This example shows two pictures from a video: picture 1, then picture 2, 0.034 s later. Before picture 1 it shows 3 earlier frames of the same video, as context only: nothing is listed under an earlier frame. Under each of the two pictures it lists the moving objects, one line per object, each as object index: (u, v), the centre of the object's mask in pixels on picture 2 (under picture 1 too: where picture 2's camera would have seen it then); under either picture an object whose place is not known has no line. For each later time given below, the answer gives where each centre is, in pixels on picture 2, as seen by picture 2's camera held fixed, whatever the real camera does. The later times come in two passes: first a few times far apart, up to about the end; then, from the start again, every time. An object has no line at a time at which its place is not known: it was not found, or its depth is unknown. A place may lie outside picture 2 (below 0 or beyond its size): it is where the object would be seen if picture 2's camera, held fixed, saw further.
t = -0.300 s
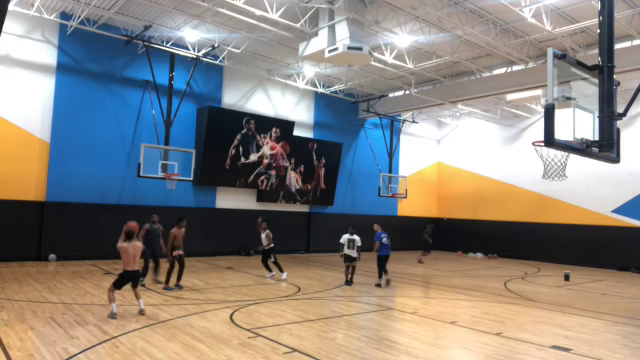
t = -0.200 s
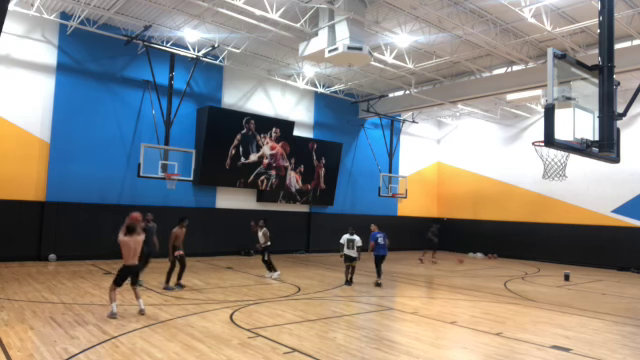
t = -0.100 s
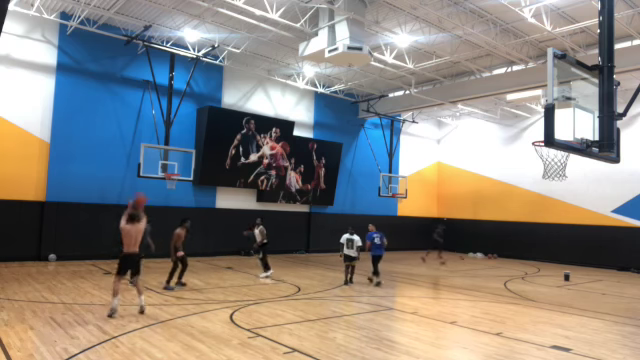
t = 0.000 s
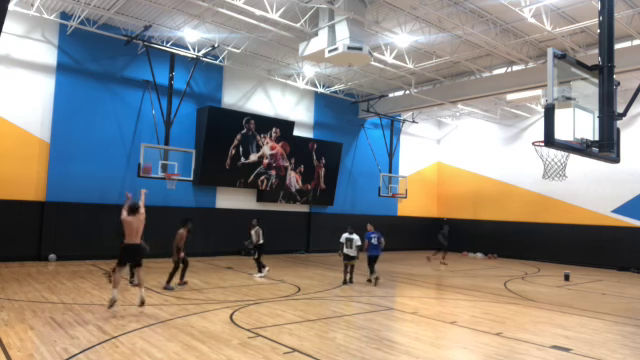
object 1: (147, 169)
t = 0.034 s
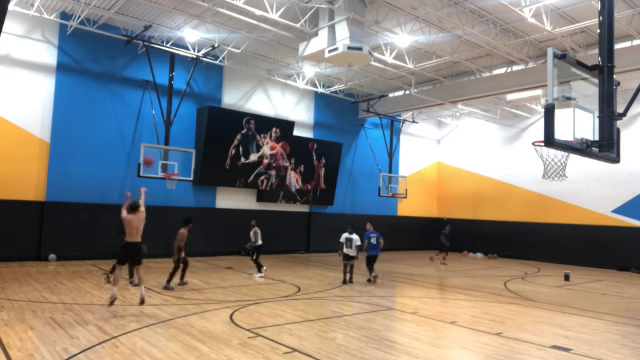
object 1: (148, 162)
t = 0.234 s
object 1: (157, 129)
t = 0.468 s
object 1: (166, 118)
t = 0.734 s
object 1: (171, 128)
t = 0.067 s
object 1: (150, 154)
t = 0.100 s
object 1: (151, 148)
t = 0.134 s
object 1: (154, 142)
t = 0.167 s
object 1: (155, 137)
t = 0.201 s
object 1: (157, 133)
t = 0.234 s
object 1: (157, 129)
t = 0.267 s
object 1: (158, 126)
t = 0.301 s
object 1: (160, 123)
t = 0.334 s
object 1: (162, 121)
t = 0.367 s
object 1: (163, 119)
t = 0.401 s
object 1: (164, 119)
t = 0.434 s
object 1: (165, 118)
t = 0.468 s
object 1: (166, 118)
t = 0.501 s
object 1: (167, 118)
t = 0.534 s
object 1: (168, 119)
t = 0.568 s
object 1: (169, 120)
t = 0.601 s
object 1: (169, 121)
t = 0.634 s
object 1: (170, 122)
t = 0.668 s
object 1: (170, 123)
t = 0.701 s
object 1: (171, 125)
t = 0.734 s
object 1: (171, 128)
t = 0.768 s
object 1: (172, 131)
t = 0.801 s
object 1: (173, 134)
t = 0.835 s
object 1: (174, 137)
